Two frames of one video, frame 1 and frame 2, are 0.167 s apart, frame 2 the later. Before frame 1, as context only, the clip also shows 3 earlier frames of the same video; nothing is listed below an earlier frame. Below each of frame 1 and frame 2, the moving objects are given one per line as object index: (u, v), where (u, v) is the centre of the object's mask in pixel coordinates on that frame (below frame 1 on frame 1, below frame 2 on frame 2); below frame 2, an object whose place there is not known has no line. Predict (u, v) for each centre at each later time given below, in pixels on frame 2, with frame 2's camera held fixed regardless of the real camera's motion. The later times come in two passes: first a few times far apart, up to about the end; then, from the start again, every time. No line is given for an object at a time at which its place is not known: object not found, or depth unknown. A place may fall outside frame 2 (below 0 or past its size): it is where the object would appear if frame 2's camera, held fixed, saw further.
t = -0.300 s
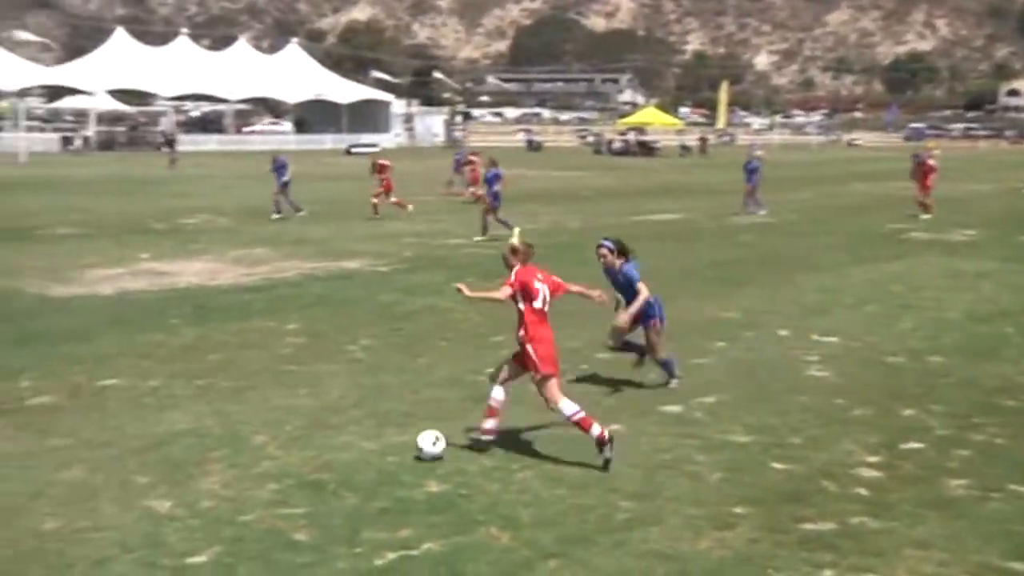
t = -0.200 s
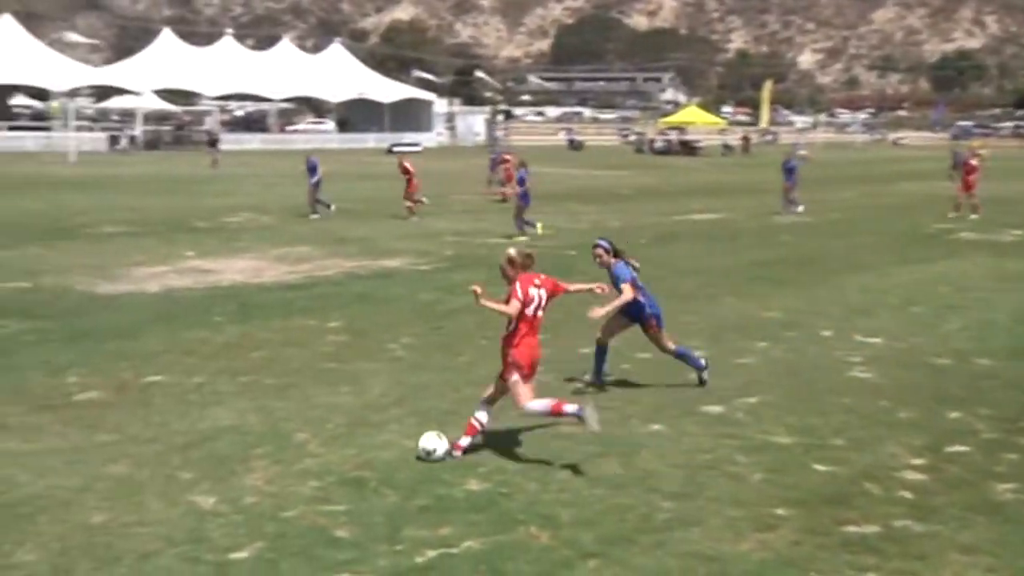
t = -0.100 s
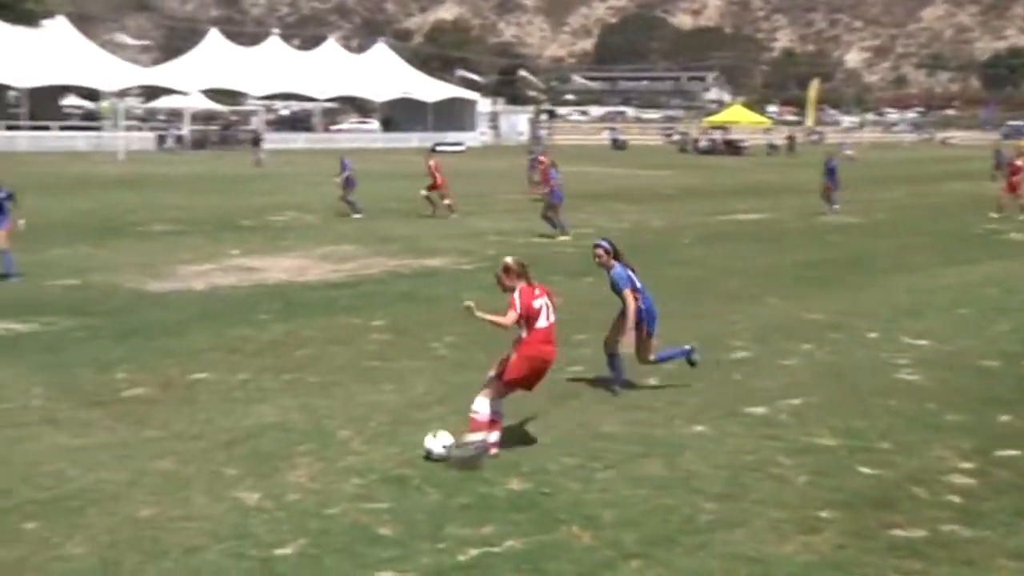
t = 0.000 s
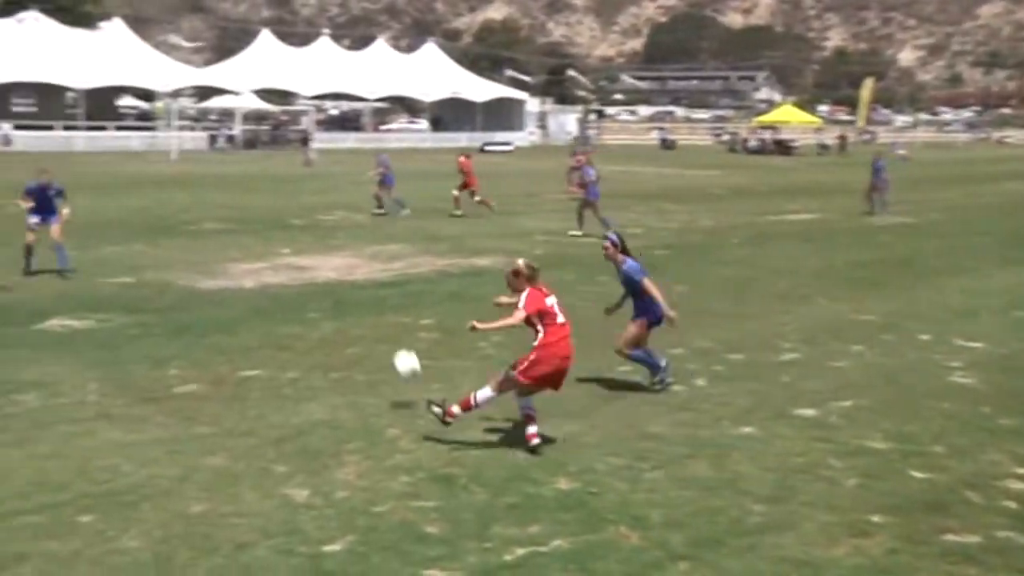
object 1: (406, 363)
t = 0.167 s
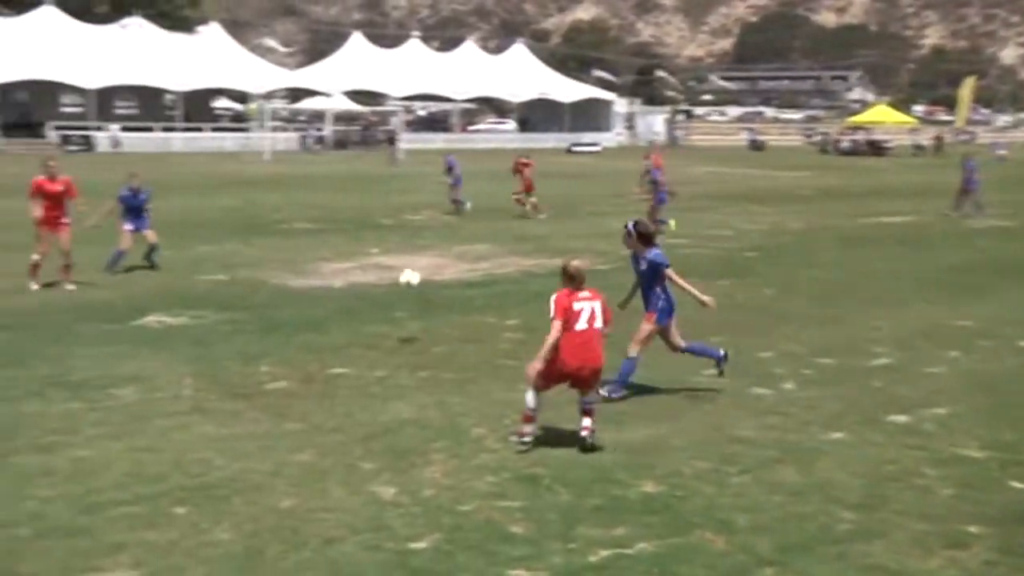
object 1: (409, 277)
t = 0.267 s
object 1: (381, 253)
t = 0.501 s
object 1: (346, 233)
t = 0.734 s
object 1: (334, 243)
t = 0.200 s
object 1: (399, 268)
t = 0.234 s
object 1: (390, 259)
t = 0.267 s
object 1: (381, 253)
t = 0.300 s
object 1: (374, 246)
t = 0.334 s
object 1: (368, 242)
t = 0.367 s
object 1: (362, 239)
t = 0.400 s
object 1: (357, 236)
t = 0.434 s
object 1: (353, 234)
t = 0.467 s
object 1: (350, 233)
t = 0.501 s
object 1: (346, 233)
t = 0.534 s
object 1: (343, 234)
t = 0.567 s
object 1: (340, 235)
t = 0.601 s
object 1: (337, 237)
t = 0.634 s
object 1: (336, 239)
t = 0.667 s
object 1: (335, 242)
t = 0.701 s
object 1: (335, 246)
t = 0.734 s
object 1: (334, 243)
